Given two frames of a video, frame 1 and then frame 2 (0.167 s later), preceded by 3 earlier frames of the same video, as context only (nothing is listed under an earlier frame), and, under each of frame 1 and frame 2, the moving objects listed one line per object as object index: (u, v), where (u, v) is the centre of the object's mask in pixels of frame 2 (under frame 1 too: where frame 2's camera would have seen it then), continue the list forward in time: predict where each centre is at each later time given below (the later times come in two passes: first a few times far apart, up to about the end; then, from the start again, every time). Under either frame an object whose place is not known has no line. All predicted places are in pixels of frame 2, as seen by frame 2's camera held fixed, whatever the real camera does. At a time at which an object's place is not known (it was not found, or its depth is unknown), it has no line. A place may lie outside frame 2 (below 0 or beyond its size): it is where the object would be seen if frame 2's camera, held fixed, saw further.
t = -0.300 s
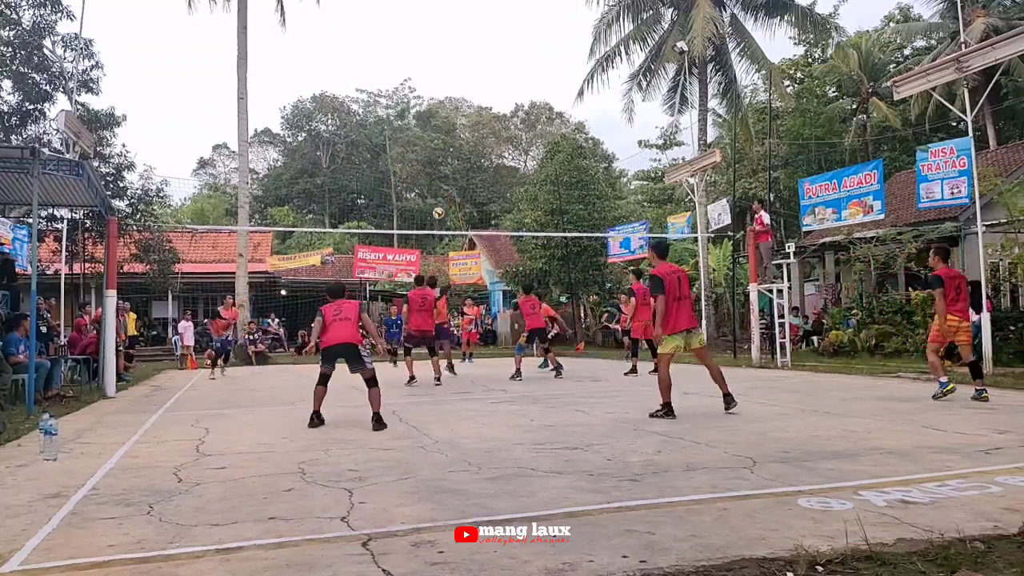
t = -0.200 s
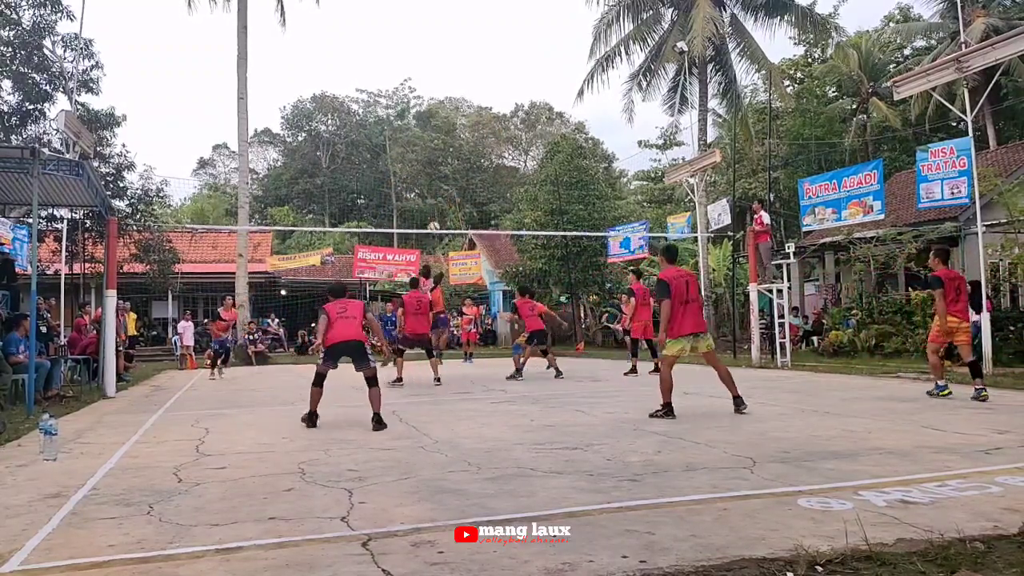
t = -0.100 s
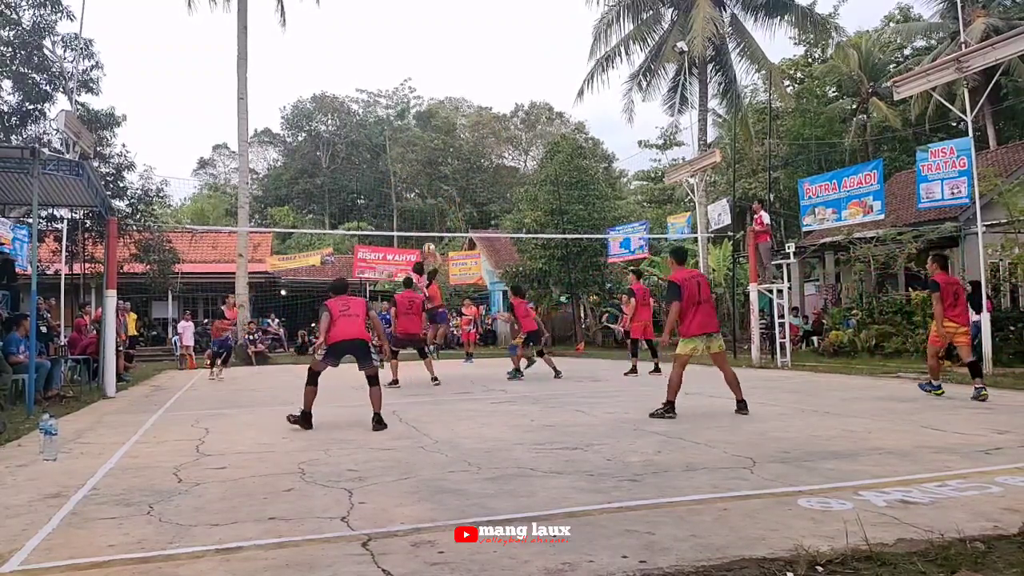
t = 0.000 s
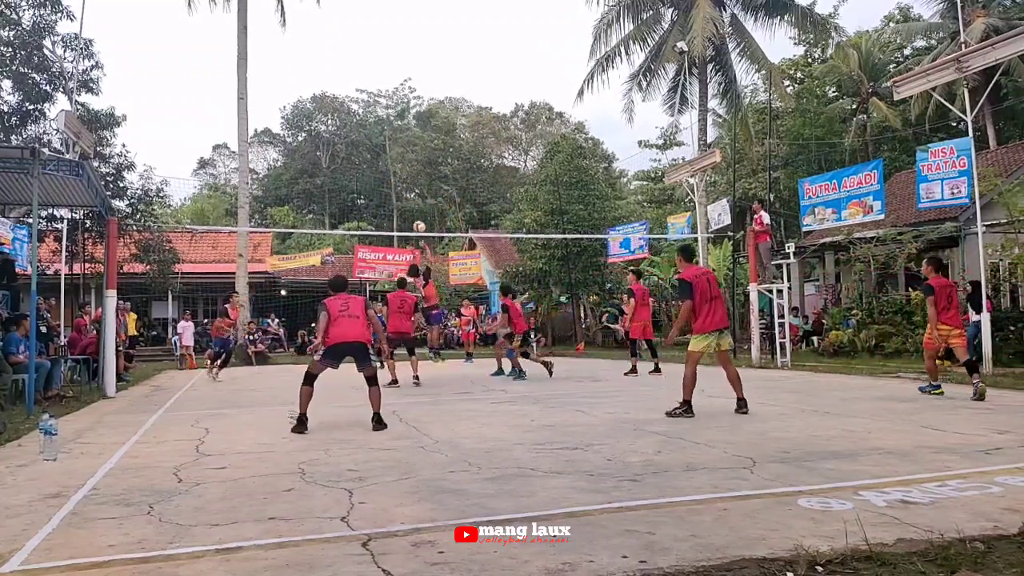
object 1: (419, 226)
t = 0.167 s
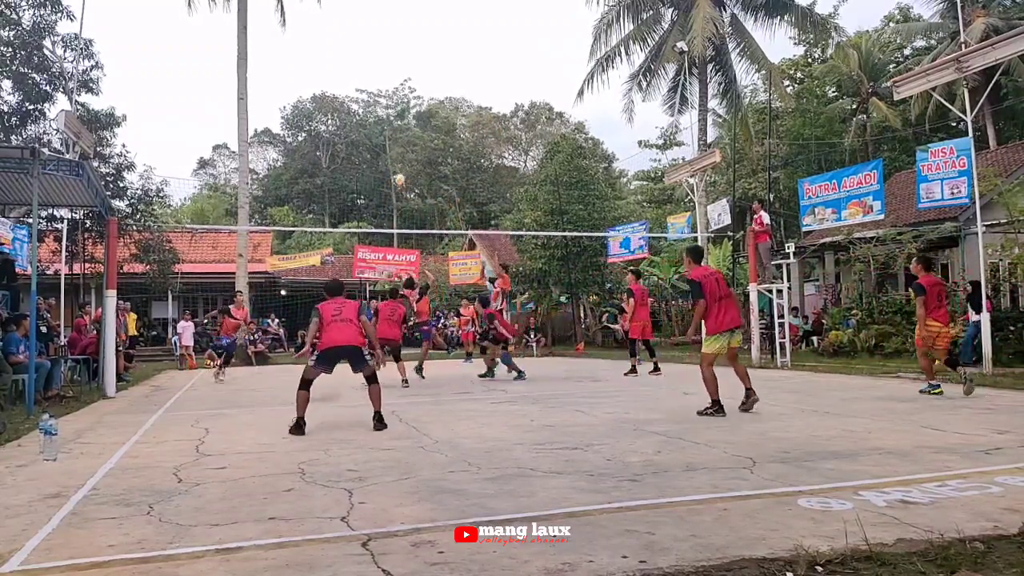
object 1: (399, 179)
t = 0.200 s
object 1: (395, 172)
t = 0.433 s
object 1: (367, 137)
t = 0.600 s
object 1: (348, 132)
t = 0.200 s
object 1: (395, 172)
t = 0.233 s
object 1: (390, 165)
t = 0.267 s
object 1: (387, 158)
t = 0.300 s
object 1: (382, 153)
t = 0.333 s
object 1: (379, 148)
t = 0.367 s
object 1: (375, 144)
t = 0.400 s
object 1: (371, 141)
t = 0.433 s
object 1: (367, 137)
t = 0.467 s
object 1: (363, 135)
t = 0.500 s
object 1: (359, 133)
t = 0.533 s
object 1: (355, 132)
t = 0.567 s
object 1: (352, 132)
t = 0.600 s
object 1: (348, 132)
